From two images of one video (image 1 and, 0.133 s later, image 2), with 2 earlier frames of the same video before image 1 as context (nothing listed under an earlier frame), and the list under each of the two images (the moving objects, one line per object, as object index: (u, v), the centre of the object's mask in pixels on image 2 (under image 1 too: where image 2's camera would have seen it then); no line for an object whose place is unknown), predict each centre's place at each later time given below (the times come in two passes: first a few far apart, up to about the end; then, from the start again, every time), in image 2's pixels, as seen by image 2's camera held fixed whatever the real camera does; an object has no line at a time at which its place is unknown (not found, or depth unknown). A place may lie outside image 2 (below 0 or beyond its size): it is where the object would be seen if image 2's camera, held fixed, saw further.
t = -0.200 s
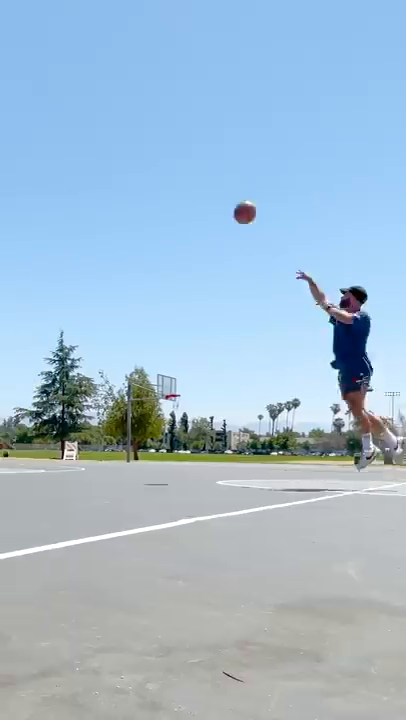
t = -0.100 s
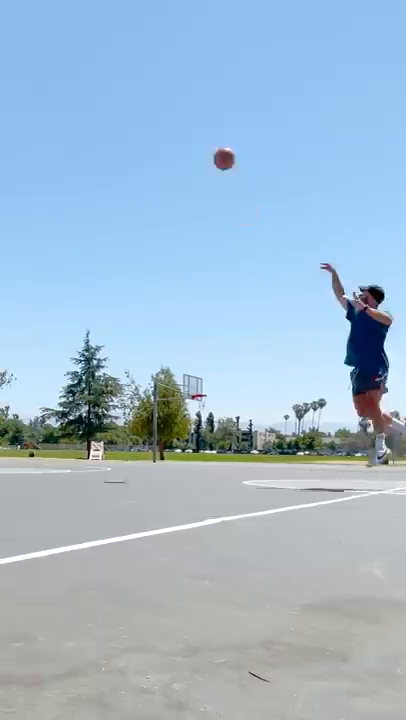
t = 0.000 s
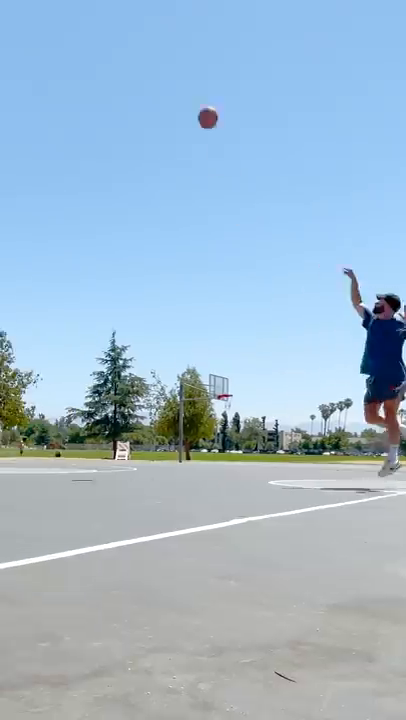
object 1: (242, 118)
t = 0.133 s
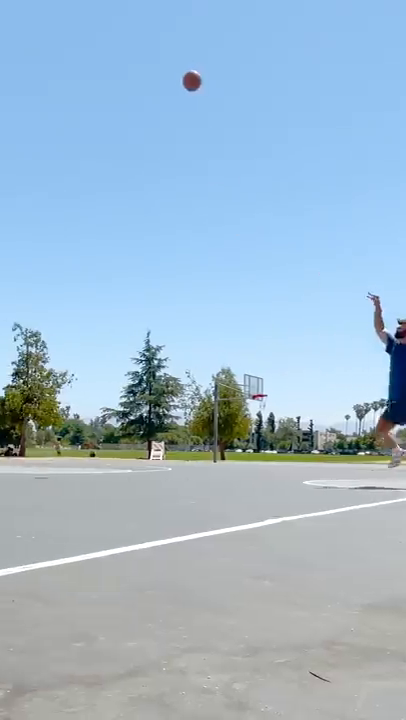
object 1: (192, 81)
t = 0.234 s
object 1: (157, 63)
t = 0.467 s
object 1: (84, 51)
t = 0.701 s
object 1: (20, 74)
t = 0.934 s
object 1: (-39, 126)
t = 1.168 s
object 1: (-88, 207)
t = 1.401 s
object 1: (-134, 308)
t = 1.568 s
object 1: (-166, 394)
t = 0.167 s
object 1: (180, 73)
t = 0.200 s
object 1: (168, 68)
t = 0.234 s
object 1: (157, 63)
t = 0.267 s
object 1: (146, 59)
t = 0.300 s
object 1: (135, 55)
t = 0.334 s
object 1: (124, 53)
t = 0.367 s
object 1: (114, 51)
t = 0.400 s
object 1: (104, 51)
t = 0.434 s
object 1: (94, 51)
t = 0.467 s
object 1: (84, 51)
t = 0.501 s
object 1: (74, 52)
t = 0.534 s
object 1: (65, 54)
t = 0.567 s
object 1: (56, 57)
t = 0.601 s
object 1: (46, 60)
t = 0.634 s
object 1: (37, 64)
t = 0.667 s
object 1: (29, 68)
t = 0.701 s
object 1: (20, 74)
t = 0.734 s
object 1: (12, 80)
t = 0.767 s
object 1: (3, 85)
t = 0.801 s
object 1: (-6, 92)
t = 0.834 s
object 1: (-14, 100)
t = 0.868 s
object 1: (-25, 106)
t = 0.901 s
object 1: (-32, 116)
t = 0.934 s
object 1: (-39, 126)
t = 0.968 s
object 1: (-46, 135)
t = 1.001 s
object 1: (-53, 146)
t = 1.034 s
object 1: (-60, 157)
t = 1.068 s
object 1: (-67, 169)
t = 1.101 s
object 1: (-74, 181)
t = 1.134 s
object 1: (-81, 194)
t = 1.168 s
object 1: (-88, 207)
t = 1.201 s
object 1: (-95, 220)
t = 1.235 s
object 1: (-102, 234)
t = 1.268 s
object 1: (-109, 248)
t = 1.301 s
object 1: (-116, 263)
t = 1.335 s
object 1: (-121, 278)
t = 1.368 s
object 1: (-128, 293)
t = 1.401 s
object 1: (-134, 308)
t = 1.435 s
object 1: (-140, 326)
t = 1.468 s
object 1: (-147, 342)
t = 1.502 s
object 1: (-154, 359)
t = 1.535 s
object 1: (-159, 376)
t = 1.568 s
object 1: (-166, 394)
